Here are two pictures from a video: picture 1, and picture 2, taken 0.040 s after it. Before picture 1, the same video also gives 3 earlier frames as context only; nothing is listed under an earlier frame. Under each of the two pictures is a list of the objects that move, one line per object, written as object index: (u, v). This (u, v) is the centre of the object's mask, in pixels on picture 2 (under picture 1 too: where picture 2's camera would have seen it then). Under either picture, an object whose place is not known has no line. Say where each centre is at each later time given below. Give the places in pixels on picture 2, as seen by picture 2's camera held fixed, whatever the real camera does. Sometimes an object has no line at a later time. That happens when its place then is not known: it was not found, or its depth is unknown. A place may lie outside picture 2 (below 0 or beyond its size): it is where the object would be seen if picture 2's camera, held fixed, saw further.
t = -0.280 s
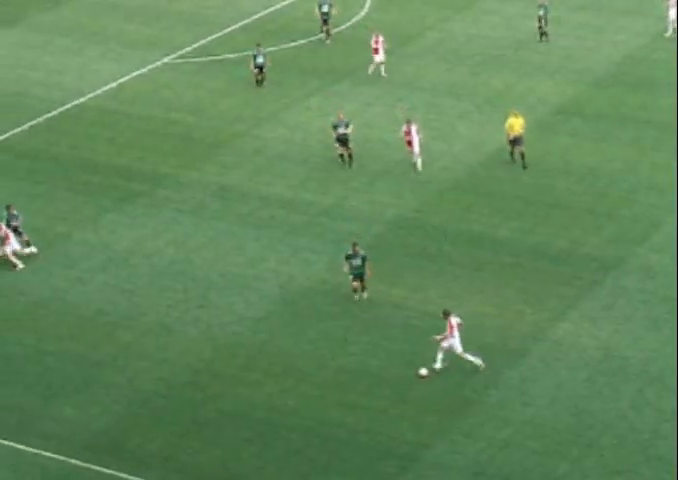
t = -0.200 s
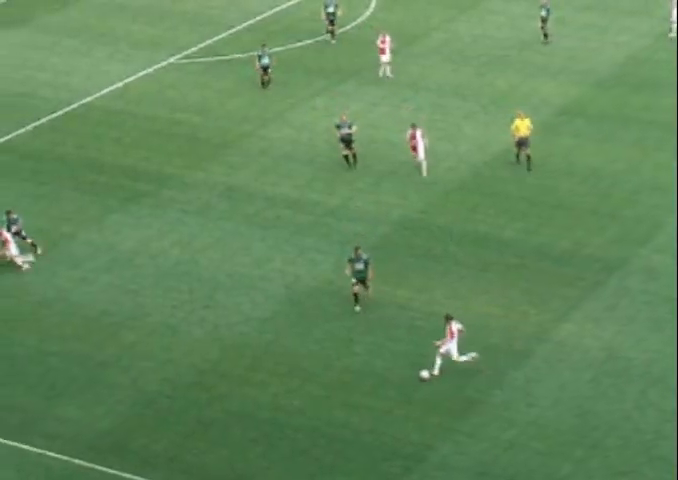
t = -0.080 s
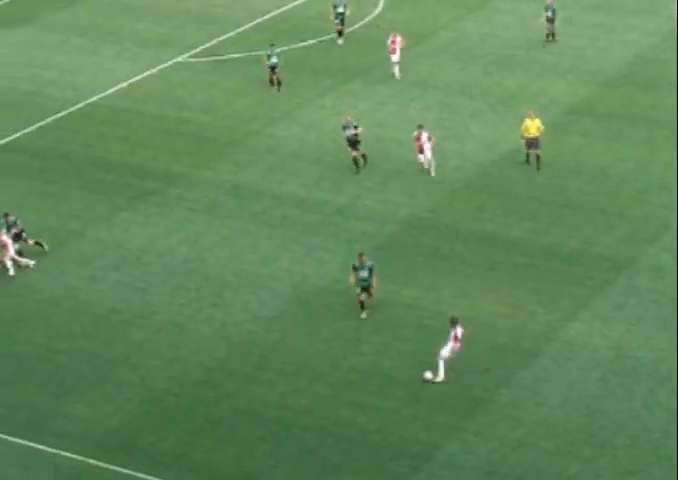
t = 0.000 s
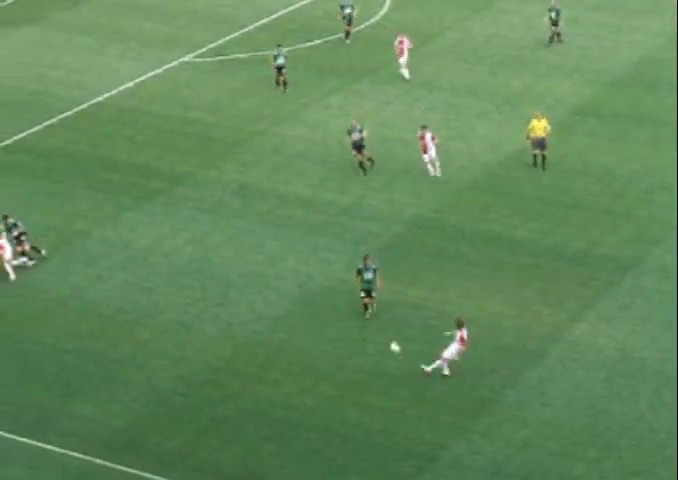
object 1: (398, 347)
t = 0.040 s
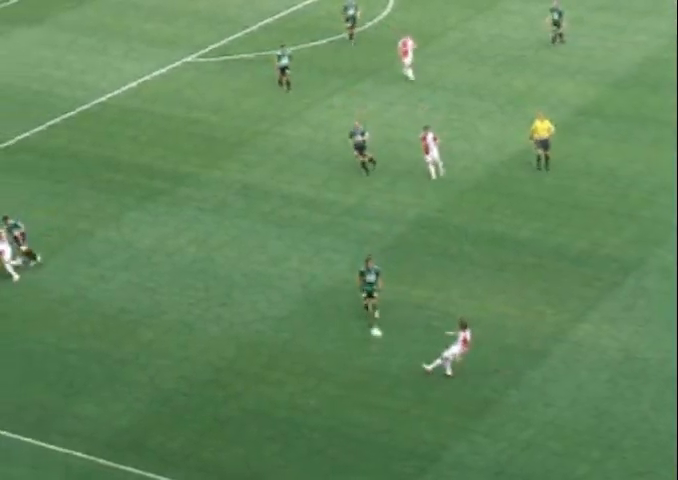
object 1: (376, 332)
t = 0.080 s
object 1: (354, 317)
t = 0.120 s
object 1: (334, 303)
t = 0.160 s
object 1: (315, 290)
